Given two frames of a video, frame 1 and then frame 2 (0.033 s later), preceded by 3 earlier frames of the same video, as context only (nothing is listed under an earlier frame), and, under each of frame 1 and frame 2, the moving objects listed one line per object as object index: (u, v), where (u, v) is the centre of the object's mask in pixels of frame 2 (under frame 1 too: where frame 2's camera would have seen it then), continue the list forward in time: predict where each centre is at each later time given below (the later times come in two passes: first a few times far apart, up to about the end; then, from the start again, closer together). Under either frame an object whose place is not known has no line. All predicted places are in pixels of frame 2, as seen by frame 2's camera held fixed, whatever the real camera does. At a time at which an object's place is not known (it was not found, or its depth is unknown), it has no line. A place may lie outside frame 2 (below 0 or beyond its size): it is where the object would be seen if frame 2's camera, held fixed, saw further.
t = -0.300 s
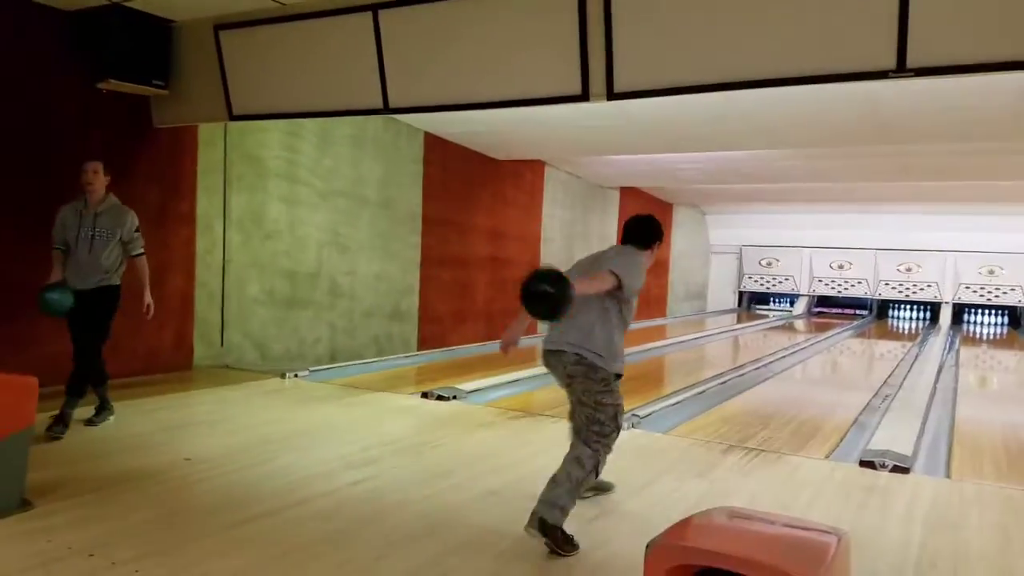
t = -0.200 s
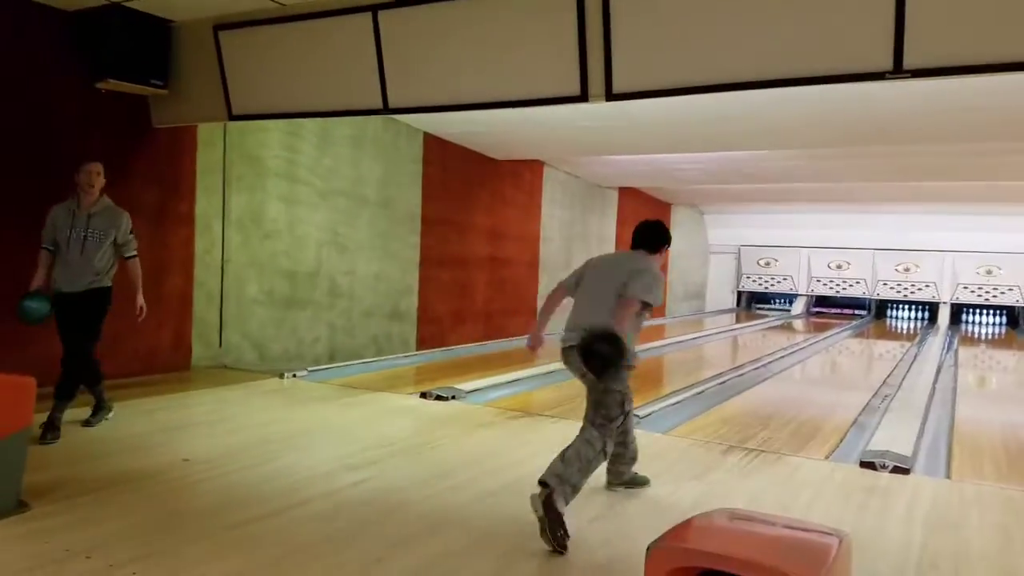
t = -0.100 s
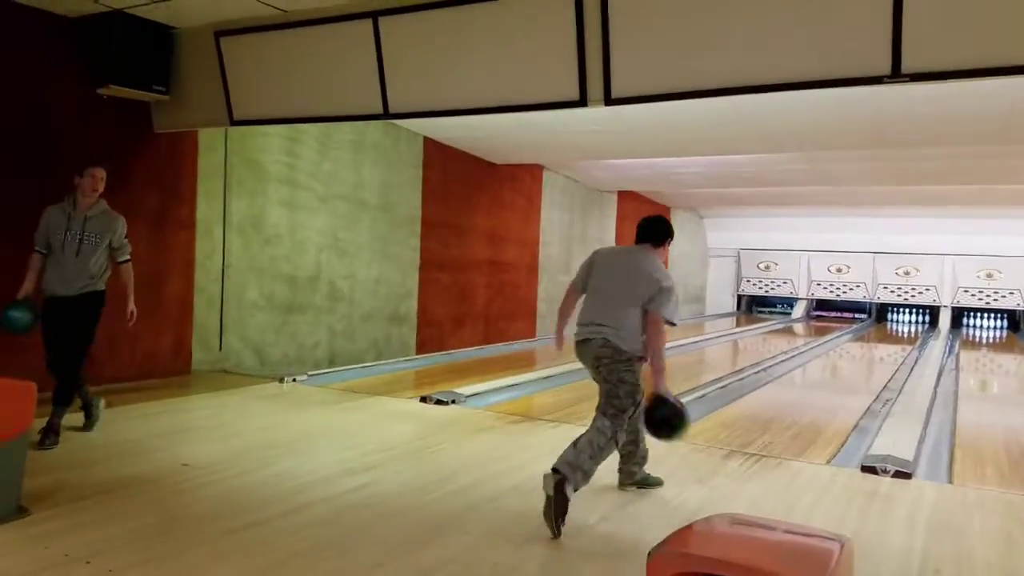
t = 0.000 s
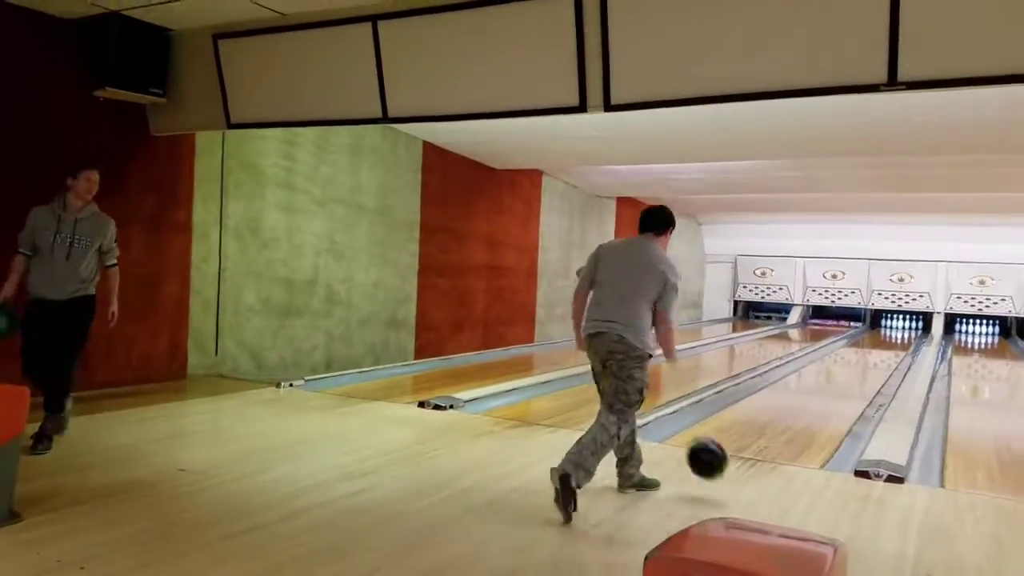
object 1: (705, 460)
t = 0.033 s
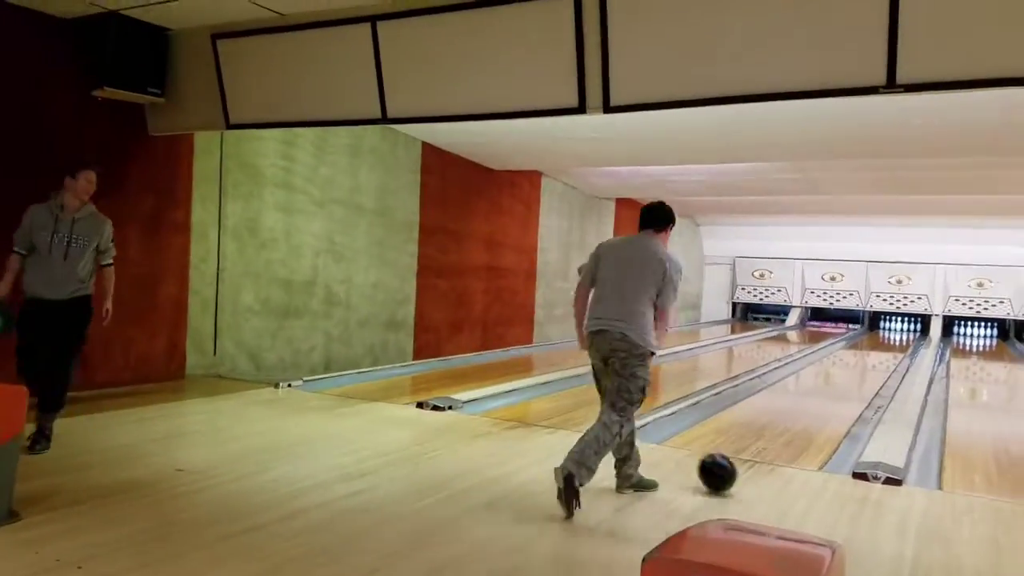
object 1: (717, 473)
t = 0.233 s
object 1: (768, 435)
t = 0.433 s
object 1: (801, 412)
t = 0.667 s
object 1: (828, 392)
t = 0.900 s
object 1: (847, 378)
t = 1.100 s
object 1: (860, 368)
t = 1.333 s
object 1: (871, 360)
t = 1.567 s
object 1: (880, 353)
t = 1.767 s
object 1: (886, 348)
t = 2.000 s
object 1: (893, 344)
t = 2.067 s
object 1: (894, 343)
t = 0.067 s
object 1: (727, 462)
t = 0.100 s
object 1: (737, 452)
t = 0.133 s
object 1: (745, 444)
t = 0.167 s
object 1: (753, 440)
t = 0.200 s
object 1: (761, 436)
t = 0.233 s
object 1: (768, 435)
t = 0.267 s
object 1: (774, 433)
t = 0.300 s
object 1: (780, 428)
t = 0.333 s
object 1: (786, 424)
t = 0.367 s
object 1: (791, 420)
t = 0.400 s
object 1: (796, 416)
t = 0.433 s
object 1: (801, 412)
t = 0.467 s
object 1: (805, 409)
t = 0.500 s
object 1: (810, 406)
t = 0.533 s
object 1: (814, 402)
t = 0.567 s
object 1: (817, 400)
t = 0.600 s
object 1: (821, 397)
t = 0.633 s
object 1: (824, 394)
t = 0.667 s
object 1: (828, 392)
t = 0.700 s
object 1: (831, 390)
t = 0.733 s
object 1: (834, 387)
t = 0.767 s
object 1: (837, 385)
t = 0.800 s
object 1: (839, 383)
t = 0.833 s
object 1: (842, 381)
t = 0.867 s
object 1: (844, 380)
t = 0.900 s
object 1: (847, 378)
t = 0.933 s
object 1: (849, 376)
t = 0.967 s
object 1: (852, 374)
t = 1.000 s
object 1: (854, 373)
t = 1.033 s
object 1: (856, 371)
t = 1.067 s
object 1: (857, 370)
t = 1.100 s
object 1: (860, 368)
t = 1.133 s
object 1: (861, 367)
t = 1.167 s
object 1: (863, 366)
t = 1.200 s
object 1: (865, 364)
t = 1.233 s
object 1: (866, 363)
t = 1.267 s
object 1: (868, 362)
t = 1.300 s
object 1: (869, 361)
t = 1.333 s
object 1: (871, 360)
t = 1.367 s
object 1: (873, 359)
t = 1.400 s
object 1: (874, 357)
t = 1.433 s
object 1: (875, 357)
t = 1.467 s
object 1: (876, 356)
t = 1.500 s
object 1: (878, 355)
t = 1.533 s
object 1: (879, 354)
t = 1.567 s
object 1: (880, 353)
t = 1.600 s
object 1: (881, 352)
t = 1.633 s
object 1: (883, 351)
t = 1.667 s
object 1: (883, 350)
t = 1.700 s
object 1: (885, 350)
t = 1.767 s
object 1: (886, 348)
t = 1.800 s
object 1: (888, 346)
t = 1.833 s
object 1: (889, 346)
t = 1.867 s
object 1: (890, 345)
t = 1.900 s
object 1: (891, 345)
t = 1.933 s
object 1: (892, 345)
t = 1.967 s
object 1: (893, 344)
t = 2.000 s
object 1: (893, 344)
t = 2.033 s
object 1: (892, 345)
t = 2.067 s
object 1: (894, 343)
